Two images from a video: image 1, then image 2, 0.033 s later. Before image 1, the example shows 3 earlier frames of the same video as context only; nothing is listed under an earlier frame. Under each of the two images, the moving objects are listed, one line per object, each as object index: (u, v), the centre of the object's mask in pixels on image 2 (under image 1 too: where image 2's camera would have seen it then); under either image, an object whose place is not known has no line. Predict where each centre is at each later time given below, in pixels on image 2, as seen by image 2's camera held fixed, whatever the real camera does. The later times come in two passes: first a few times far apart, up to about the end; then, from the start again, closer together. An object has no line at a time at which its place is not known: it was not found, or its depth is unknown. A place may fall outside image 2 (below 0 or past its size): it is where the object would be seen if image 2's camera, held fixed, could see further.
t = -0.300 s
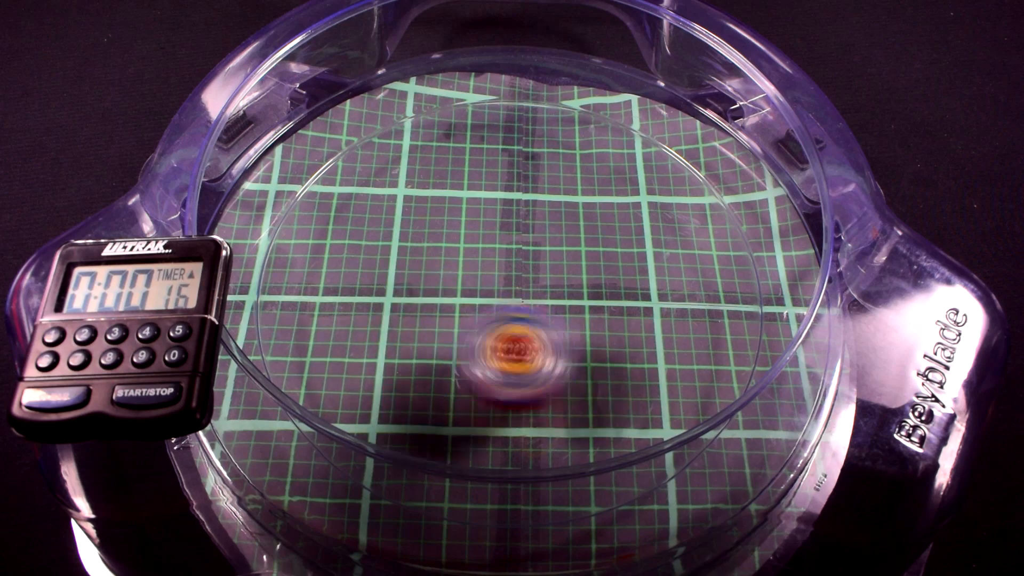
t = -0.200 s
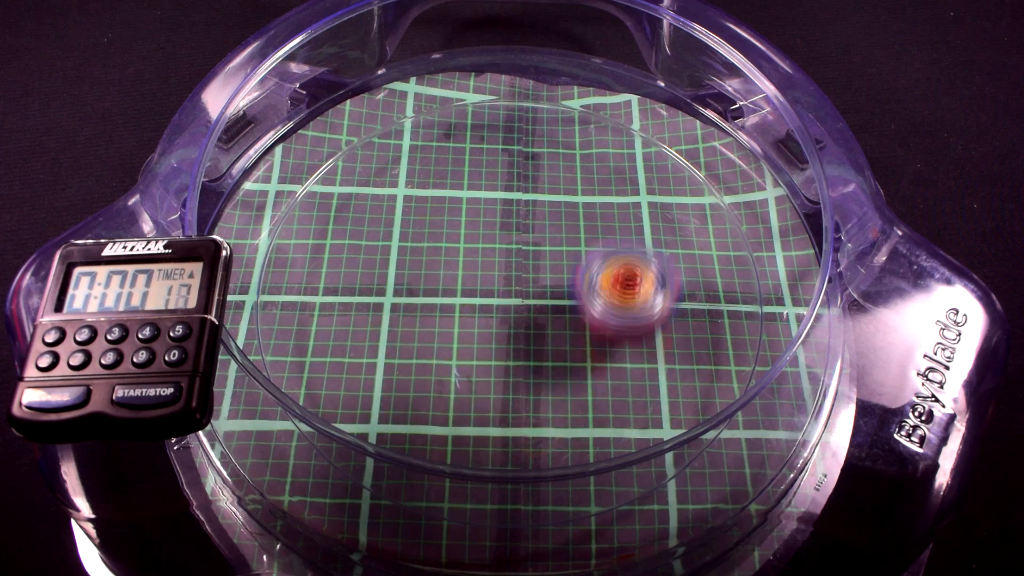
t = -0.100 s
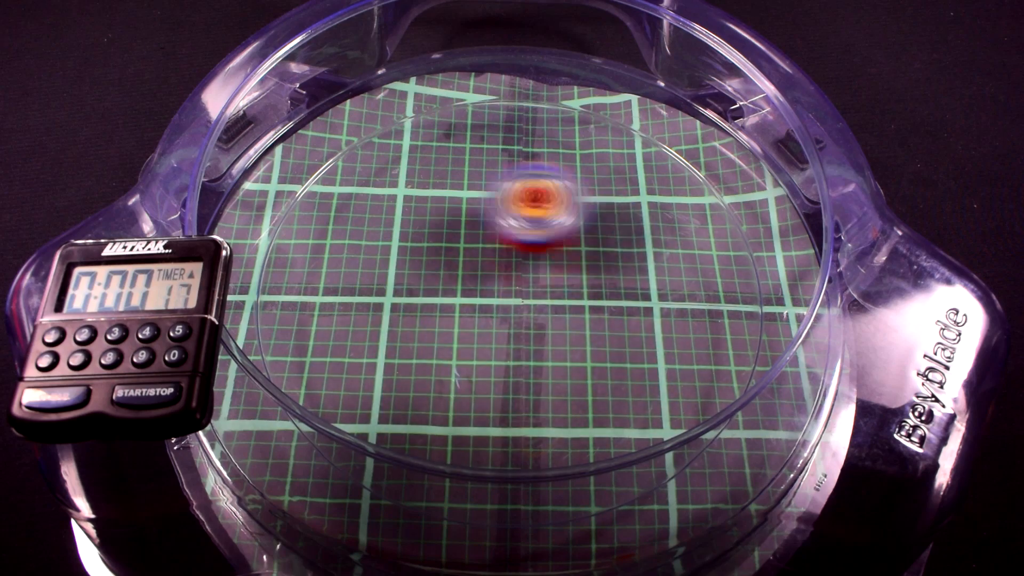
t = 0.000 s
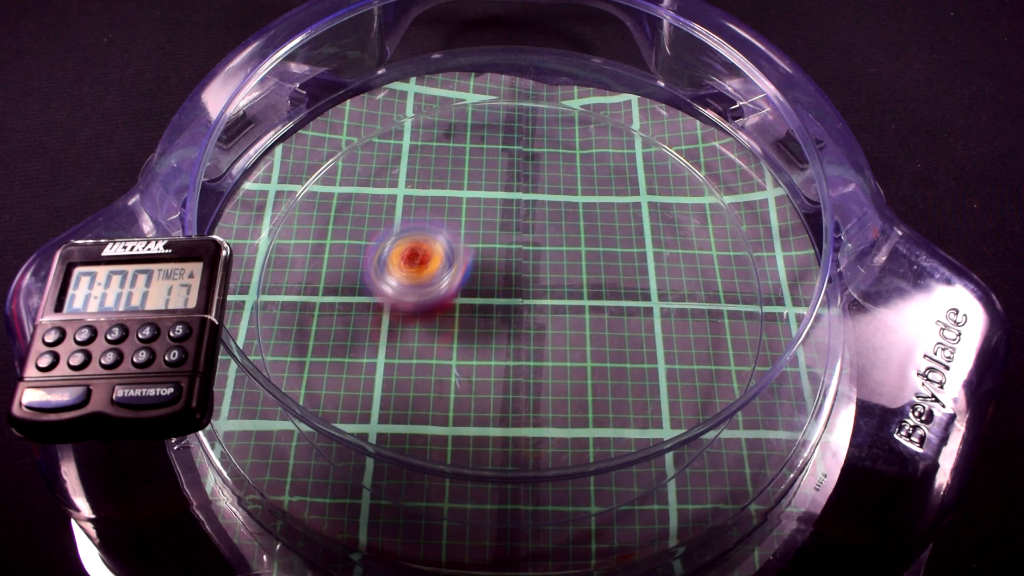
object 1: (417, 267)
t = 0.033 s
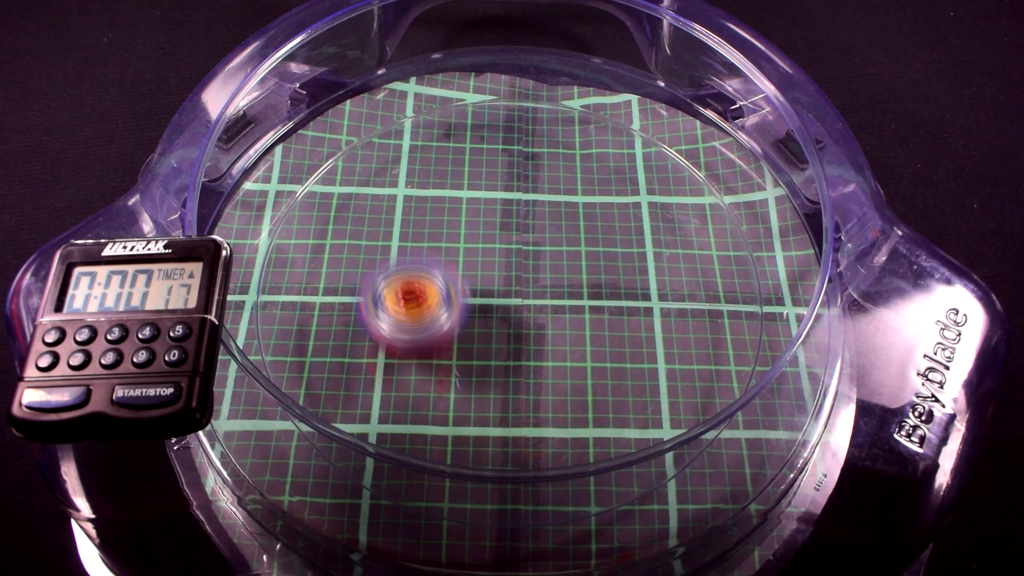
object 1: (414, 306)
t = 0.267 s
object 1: (567, 218)
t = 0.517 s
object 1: (522, 348)
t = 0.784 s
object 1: (442, 242)
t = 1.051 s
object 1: (582, 243)
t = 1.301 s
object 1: (483, 336)
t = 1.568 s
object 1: (475, 225)
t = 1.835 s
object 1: (585, 275)
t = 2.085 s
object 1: (459, 313)
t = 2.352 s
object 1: (513, 221)
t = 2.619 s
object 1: (565, 312)
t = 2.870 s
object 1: (452, 274)
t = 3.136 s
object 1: (552, 242)
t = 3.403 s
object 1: (516, 323)
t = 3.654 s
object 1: (487, 249)
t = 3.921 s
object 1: (546, 283)
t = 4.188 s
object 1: (492, 278)
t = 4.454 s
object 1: (523, 275)
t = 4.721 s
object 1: (510, 280)
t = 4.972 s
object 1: (513, 281)
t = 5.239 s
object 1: (515, 272)
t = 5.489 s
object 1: (514, 287)
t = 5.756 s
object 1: (511, 268)
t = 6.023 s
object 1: (516, 286)
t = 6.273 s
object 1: (508, 272)
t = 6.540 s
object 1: (519, 282)
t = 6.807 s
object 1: (506, 274)
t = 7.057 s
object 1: (522, 281)
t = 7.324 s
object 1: (504, 274)
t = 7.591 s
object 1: (520, 286)
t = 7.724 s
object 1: (503, 282)
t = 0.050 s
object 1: (421, 326)
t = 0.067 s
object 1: (435, 342)
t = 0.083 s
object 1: (454, 356)
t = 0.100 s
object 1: (477, 363)
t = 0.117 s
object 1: (504, 364)
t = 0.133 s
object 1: (531, 361)
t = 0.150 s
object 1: (554, 350)
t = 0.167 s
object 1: (573, 330)
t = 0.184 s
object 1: (585, 313)
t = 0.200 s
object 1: (591, 290)
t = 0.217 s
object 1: (592, 268)
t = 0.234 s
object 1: (588, 251)
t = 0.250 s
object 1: (579, 233)
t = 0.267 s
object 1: (567, 218)
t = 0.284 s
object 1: (550, 204)
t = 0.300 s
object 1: (533, 196)
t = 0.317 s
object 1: (513, 192)
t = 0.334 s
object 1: (492, 191)
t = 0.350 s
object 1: (473, 194)
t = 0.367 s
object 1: (452, 206)
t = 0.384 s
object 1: (437, 222)
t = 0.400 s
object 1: (428, 240)
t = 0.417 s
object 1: (426, 262)
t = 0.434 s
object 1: (429, 283)
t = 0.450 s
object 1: (439, 303)
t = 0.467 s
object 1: (455, 321)
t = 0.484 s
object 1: (476, 335)
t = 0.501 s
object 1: (498, 344)
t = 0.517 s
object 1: (522, 348)
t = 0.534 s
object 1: (546, 348)
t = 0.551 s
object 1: (566, 344)
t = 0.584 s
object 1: (599, 322)
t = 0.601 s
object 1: (610, 305)
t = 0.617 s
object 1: (613, 289)
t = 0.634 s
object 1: (611, 270)
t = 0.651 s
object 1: (601, 252)
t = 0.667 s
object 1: (588, 237)
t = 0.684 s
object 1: (569, 226)
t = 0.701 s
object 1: (548, 220)
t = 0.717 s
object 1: (524, 217)
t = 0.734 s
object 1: (500, 218)
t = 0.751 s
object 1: (478, 223)
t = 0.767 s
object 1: (458, 232)
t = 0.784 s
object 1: (442, 242)
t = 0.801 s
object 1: (429, 258)
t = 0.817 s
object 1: (421, 272)
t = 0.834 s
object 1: (418, 290)
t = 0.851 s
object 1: (421, 307)
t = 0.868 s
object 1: (429, 323)
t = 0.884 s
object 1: (445, 337)
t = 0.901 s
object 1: (465, 348)
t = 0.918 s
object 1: (490, 351)
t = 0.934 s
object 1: (515, 349)
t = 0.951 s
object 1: (538, 342)
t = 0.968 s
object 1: (555, 329)
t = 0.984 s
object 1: (570, 313)
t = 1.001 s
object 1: (581, 295)
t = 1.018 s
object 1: (585, 278)
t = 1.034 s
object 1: (586, 261)
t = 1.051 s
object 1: (582, 243)
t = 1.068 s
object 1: (573, 229)
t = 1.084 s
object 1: (562, 215)
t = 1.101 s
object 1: (547, 205)
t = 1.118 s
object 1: (529, 198)
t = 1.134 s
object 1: (511, 197)
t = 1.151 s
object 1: (493, 199)
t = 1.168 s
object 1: (473, 208)
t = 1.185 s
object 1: (457, 220)
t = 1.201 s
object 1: (447, 237)
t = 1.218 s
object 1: (441, 253)
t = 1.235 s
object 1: (441, 272)
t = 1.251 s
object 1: (446, 292)
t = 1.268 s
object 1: (456, 310)
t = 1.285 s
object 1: (468, 324)
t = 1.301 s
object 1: (483, 336)
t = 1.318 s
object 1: (503, 344)
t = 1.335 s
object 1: (522, 348)
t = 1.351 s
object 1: (543, 348)
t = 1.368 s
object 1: (560, 345)
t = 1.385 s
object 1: (577, 337)
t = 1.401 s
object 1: (589, 324)
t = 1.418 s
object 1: (596, 306)
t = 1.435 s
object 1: (597, 290)
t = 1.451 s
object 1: (592, 272)
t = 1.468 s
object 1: (585, 259)
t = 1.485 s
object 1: (568, 244)
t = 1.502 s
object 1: (551, 235)
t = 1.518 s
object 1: (532, 228)
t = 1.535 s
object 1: (514, 224)
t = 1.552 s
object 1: (494, 224)
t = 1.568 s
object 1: (475, 225)
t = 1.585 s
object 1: (458, 231)
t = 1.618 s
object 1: (433, 249)
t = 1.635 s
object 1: (425, 264)
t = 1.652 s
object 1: (423, 279)
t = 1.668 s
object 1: (428, 294)
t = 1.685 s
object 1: (437, 309)
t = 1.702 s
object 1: (452, 321)
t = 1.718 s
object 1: (474, 329)
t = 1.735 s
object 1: (496, 331)
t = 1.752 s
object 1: (516, 330)
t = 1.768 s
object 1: (536, 324)
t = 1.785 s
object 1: (555, 314)
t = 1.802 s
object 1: (569, 301)
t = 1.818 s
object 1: (579, 290)
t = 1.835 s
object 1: (585, 275)
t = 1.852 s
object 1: (588, 262)
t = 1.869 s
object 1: (587, 249)
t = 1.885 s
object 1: (580, 236)
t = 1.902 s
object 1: (569, 224)
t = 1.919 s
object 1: (556, 217)
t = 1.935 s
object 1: (538, 213)
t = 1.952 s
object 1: (520, 214)
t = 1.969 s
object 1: (503, 219)
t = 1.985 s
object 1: (486, 227)
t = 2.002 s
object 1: (472, 239)
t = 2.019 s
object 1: (461, 252)
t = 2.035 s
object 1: (455, 268)
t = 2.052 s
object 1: (453, 285)
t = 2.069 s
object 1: (453, 300)
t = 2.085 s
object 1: (459, 313)
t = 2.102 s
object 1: (467, 326)
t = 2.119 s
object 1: (477, 337)
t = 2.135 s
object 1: (494, 344)
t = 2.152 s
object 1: (511, 347)
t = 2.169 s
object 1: (527, 346)
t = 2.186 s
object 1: (544, 341)
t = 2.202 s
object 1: (556, 331)
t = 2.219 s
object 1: (566, 319)
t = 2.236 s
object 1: (571, 304)
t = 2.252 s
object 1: (571, 285)
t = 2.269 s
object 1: (568, 271)
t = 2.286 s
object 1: (561, 259)
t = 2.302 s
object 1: (550, 244)
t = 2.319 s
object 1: (540, 235)
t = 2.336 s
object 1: (527, 227)
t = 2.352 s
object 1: (513, 221)
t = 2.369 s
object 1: (498, 219)
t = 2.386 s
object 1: (483, 219)
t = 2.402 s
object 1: (469, 222)
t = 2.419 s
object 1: (458, 229)
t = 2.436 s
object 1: (449, 239)
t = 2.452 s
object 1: (444, 252)
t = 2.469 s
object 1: (444, 265)
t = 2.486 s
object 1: (449, 278)
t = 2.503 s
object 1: (457, 291)
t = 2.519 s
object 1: (470, 303)
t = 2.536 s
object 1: (486, 311)
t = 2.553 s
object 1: (501, 317)
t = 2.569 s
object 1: (519, 320)
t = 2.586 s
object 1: (535, 320)
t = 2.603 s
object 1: (551, 317)
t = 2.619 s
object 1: (565, 312)
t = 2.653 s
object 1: (584, 294)
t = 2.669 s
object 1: (587, 283)
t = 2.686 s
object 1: (586, 271)
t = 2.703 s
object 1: (582, 263)
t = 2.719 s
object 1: (571, 253)
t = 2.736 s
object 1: (559, 245)
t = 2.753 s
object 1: (543, 240)
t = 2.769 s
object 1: (527, 239)
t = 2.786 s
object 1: (511, 240)
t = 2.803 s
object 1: (494, 243)
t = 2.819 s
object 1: (480, 249)
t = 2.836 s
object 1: (468, 257)
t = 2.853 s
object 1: (459, 264)
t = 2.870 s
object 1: (452, 274)
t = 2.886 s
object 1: (448, 285)
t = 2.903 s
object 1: (447, 296)
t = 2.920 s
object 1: (451, 306)
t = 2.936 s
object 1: (459, 315)
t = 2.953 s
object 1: (470, 322)
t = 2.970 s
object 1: (483, 325)
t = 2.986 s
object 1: (497, 325)
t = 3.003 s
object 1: (512, 322)
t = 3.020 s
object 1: (525, 316)
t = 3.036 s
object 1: (537, 308)
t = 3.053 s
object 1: (547, 296)
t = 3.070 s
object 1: (553, 285)
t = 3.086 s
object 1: (557, 273)
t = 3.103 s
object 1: (559, 264)
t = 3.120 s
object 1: (556, 252)
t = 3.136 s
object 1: (552, 242)
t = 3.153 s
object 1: (545, 234)
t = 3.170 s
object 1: (537, 229)
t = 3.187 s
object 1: (527, 226)
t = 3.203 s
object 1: (517, 225)
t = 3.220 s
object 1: (506, 228)
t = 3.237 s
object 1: (496, 233)
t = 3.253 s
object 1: (487, 240)
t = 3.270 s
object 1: (480, 249)
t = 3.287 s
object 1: (476, 260)
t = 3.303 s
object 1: (475, 270)
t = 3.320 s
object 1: (477, 283)
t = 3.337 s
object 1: (481, 293)
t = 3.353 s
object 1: (488, 303)
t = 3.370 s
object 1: (496, 312)
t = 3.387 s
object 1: (505, 319)
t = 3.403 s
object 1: (516, 323)
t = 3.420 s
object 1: (528, 325)
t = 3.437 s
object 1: (538, 323)
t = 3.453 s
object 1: (547, 319)
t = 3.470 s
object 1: (553, 312)
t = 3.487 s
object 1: (557, 306)
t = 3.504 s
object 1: (559, 297)
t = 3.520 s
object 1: (557, 288)
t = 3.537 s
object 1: (554, 279)
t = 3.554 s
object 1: (548, 270)
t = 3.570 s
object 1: (540, 263)
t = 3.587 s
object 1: (530, 257)
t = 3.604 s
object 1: (519, 252)
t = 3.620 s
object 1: (508, 250)
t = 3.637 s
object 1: (497, 249)
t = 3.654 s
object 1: (487, 249)
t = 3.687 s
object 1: (469, 256)
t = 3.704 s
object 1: (465, 261)
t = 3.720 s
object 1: (462, 267)
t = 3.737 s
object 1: (462, 273)
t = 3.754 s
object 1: (464, 278)
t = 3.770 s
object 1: (468, 284)
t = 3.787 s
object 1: (473, 288)
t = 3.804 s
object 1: (481, 292)
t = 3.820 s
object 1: (491, 295)
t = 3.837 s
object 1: (500, 297)
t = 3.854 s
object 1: (511, 297)
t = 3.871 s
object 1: (521, 296)
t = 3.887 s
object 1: (530, 293)
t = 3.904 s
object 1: (539, 288)
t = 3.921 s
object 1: (546, 283)
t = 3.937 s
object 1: (550, 278)
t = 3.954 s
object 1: (552, 272)
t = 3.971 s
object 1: (552, 267)
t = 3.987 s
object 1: (551, 263)
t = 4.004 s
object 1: (548, 259)
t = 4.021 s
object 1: (544, 257)
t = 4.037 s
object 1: (539, 255)
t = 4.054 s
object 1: (533, 255)
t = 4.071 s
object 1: (527, 255)
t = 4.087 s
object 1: (521, 257)
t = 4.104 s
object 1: (515, 259)
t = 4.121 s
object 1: (510, 262)
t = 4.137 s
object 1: (504, 266)
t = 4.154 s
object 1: (499, 270)
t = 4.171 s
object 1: (495, 274)
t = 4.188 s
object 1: (492, 278)
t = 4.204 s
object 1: (490, 282)
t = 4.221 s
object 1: (489, 286)
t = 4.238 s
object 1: (489, 290)
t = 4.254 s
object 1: (490, 292)
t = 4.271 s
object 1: (491, 295)
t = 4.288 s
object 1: (494, 296)
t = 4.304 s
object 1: (497, 297)
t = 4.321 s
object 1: (501, 297)
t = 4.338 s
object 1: (505, 296)
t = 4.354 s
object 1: (508, 294)
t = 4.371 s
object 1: (512, 292)
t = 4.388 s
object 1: (515, 289)
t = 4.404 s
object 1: (517, 285)
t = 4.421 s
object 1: (519, 282)
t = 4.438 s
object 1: (522, 279)
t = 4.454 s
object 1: (523, 275)
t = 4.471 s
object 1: (524, 272)
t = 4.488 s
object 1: (525, 269)
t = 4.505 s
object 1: (525, 267)
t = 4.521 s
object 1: (525, 265)
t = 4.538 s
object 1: (524, 263)
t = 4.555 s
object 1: (523, 262)
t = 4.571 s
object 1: (522, 261)
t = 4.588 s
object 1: (520, 262)
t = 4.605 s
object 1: (519, 263)
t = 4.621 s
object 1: (517, 264)
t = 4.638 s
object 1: (515, 266)
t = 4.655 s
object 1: (514, 269)
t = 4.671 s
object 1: (512, 272)
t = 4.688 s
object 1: (511, 275)
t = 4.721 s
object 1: (510, 280)
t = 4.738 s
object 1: (510, 283)
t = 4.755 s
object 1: (509, 285)
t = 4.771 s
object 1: (509, 288)
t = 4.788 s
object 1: (509, 290)
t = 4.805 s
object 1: (510, 291)
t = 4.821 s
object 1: (510, 292)
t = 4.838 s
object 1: (510, 292)
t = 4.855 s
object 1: (511, 292)
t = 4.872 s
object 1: (511, 292)
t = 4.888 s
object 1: (512, 291)
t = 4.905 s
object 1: (512, 290)
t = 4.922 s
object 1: (513, 288)
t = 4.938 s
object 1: (513, 285)
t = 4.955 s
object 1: (513, 283)
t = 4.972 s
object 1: (513, 281)
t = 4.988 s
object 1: (513, 278)
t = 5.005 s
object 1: (512, 276)
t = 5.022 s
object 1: (512, 274)
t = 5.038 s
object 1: (512, 271)
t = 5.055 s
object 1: (511, 269)
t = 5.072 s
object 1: (511, 268)
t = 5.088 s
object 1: (512, 267)
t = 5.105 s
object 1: (512, 266)
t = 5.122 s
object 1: (512, 265)
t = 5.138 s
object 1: (512, 265)
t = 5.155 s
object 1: (512, 266)
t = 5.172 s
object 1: (512, 266)
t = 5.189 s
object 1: (512, 267)
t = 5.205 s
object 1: (513, 269)
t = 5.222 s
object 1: (514, 270)
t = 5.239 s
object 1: (515, 272)
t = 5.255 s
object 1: (515, 274)
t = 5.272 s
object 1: (516, 276)
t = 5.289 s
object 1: (516, 278)
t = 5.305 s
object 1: (517, 280)
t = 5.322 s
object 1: (517, 281)
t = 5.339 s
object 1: (518, 283)
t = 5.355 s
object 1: (518, 285)
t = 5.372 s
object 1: (518, 286)
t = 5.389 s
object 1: (518, 287)
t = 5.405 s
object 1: (517, 288)
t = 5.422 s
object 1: (517, 289)
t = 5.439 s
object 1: (516, 289)
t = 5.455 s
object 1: (515, 288)
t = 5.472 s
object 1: (515, 288)
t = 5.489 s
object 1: (514, 287)
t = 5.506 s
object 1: (513, 286)
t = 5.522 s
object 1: (512, 284)
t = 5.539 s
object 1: (510, 283)
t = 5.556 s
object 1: (510, 281)
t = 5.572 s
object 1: (509, 280)
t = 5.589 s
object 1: (508, 278)
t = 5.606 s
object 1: (507, 277)
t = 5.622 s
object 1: (507, 275)
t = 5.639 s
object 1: (506, 273)
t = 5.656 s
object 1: (507, 272)
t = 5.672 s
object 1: (507, 271)
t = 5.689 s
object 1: (507, 270)
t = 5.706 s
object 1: (508, 269)
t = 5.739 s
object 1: (509, 268)
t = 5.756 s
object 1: (511, 268)
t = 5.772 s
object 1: (512, 269)
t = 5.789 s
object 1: (513, 269)
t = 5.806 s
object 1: (514, 270)
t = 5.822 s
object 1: (516, 271)
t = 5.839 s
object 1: (517, 273)
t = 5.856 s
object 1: (518, 274)
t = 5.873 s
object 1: (518, 275)
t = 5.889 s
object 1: (519, 277)
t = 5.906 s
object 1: (520, 278)
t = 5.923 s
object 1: (520, 280)
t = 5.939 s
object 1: (520, 281)
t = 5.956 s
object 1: (520, 283)
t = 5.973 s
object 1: (519, 284)
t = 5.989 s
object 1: (518, 285)
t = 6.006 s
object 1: (517, 286)
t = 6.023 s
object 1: (516, 286)
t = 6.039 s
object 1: (515, 287)
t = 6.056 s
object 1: (513, 287)
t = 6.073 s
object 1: (512, 287)
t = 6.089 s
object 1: (511, 286)
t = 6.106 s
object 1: (510, 285)
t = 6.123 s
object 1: (508, 284)
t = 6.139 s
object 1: (508, 283)
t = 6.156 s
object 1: (507, 282)
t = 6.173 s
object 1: (506, 281)
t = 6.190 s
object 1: (506, 279)
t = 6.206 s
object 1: (506, 277)
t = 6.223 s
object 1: (506, 276)
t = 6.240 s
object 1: (506, 274)
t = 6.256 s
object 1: (507, 273)
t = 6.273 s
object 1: (508, 272)
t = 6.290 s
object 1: (509, 271)
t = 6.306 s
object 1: (510, 270)
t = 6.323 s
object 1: (512, 270)
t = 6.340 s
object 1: (513, 269)
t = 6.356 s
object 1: (515, 269)
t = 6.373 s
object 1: (516, 270)
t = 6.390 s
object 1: (517, 271)
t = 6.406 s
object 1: (518, 271)
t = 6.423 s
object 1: (519, 272)
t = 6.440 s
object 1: (520, 274)
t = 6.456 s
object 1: (520, 275)
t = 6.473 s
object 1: (520, 277)
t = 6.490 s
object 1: (521, 278)
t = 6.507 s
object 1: (520, 280)
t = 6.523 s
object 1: (520, 281)
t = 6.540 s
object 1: (519, 282)
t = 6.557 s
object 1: (518, 283)
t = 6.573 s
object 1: (516, 284)
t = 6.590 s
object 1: (514, 285)
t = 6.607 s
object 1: (513, 286)
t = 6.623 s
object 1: (511, 286)
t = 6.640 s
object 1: (510, 286)
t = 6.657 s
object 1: (508, 285)
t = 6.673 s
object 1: (507, 285)
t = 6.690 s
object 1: (506, 283)
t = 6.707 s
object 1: (505, 283)
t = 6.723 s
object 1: (504, 281)
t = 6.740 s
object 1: (504, 280)
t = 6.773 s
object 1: (504, 277)
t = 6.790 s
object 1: (505, 275)
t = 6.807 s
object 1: (506, 274)
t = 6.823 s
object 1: (508, 273)
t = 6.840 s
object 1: (509, 272)
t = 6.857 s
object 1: (511, 271)
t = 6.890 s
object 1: (515, 270)
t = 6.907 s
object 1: (517, 271)
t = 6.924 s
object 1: (518, 271)
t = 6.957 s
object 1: (521, 273)
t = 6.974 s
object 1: (522, 274)
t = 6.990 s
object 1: (523, 276)
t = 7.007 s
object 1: (523, 277)
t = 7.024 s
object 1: (523, 278)
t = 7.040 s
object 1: (523, 280)
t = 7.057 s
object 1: (522, 281)
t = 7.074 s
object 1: (520, 282)
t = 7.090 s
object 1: (519, 284)
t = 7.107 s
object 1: (517, 284)
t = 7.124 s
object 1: (514, 285)
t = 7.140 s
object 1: (512, 285)
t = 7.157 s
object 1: (511, 286)
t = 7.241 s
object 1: (503, 281)
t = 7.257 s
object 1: (502, 280)
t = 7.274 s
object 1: (502, 278)
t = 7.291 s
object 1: (502, 277)
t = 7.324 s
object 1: (504, 274)
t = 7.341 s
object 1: (506, 272)
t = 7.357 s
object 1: (508, 272)
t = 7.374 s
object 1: (510, 271)
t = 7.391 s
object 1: (512, 271)
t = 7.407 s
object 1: (514, 271)
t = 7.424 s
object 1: (517, 271)
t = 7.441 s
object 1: (519, 272)
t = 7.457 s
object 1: (520, 273)
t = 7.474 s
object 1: (521, 274)
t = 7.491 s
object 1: (523, 276)
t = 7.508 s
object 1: (523, 277)
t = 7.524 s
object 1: (524, 280)
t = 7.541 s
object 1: (524, 281)
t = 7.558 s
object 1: (523, 283)
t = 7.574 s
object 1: (522, 284)
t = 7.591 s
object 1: (520, 286)
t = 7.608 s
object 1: (518, 286)
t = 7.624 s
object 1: (515, 287)
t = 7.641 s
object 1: (513, 287)
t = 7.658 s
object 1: (510, 287)
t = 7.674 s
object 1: (508, 287)
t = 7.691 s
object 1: (506, 285)
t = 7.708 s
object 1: (505, 284)
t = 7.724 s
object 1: (503, 282)
